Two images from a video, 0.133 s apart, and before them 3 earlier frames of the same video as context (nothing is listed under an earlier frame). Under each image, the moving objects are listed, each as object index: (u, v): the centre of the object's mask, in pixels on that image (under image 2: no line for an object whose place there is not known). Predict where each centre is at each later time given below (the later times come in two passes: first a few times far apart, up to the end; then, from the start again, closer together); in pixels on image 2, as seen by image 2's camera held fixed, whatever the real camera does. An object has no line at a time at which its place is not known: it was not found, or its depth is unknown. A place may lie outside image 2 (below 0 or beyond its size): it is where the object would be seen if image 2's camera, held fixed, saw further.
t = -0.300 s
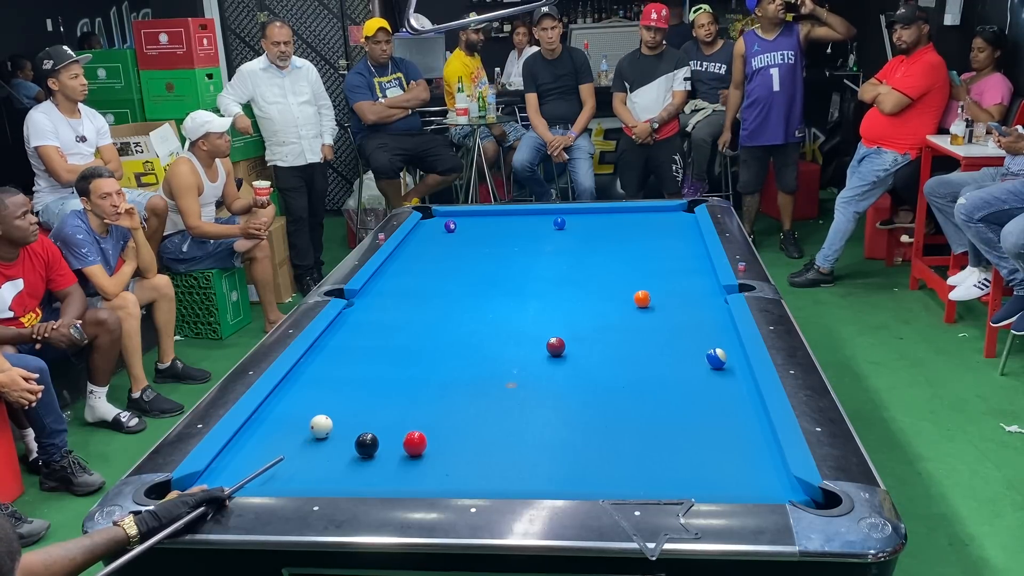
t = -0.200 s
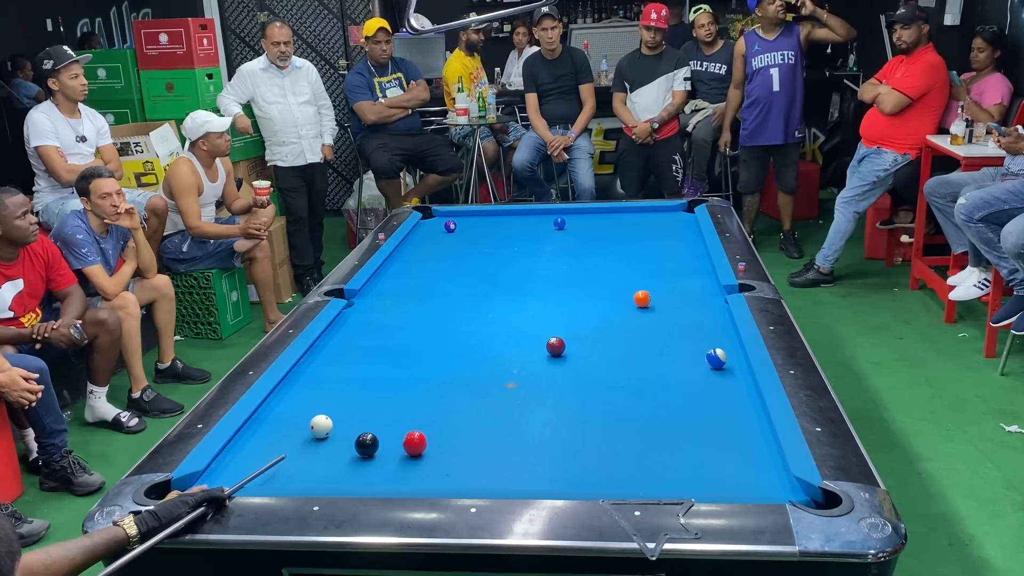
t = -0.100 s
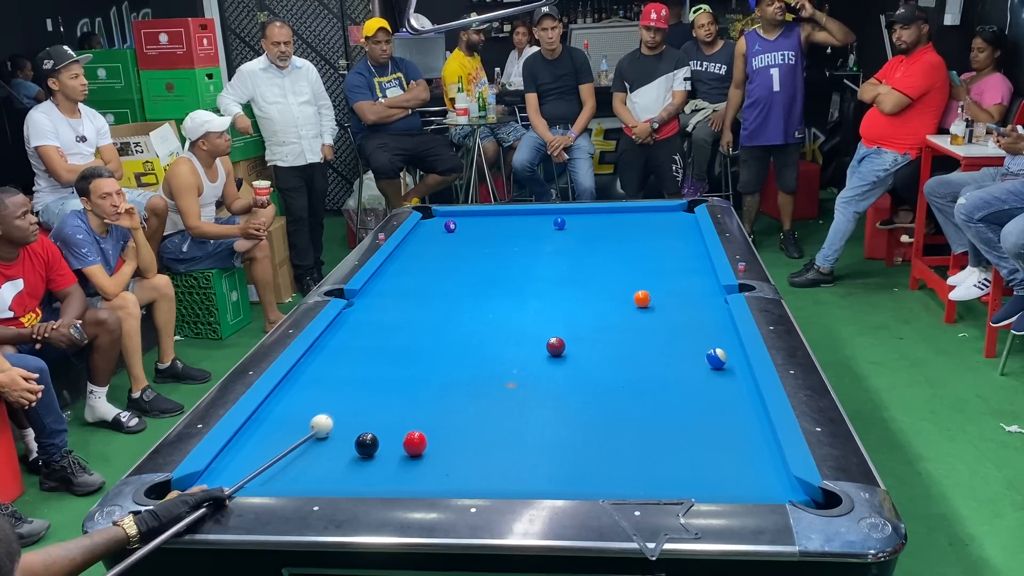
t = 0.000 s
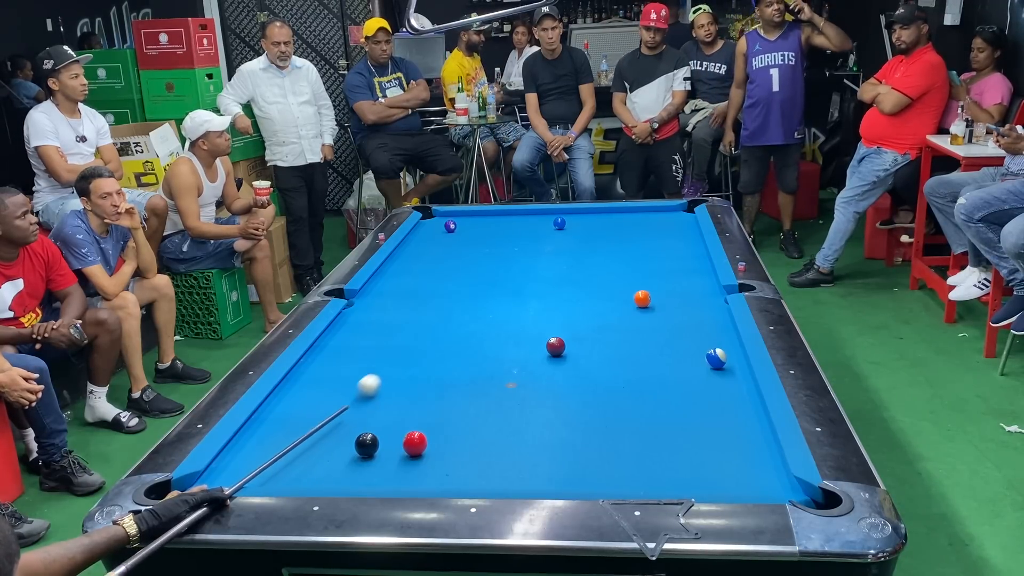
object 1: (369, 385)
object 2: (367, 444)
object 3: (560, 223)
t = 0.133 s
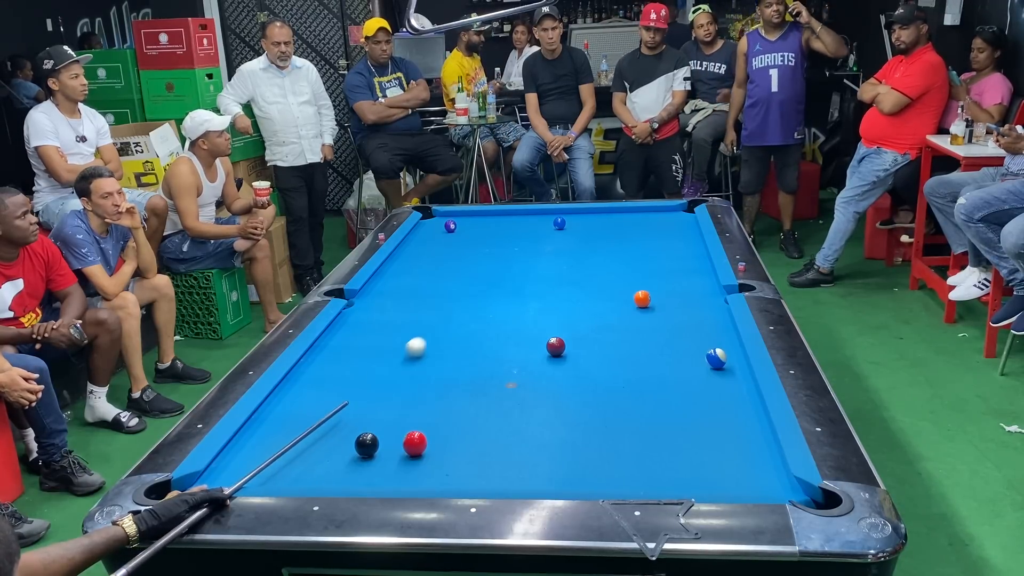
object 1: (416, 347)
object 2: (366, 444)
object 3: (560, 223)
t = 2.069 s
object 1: (612, 249)
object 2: (367, 445)
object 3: (483, 223)
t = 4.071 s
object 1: (315, 376)
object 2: (366, 445)
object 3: (403, 247)
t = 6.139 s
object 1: (393, 436)
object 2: (368, 470)
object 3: (408, 248)
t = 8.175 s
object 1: (396, 436)
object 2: (370, 479)
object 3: (408, 248)
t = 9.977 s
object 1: (396, 436)
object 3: (408, 249)
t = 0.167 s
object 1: (426, 339)
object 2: (367, 445)
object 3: (560, 223)
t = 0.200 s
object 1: (435, 332)
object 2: (366, 444)
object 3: (560, 223)
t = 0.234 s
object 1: (444, 324)
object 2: (367, 445)
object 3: (560, 223)
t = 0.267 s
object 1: (452, 318)
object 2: (366, 444)
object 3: (560, 223)
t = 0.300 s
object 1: (460, 311)
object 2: (367, 445)
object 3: (560, 223)
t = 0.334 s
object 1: (468, 305)
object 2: (367, 445)
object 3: (560, 223)
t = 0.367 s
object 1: (476, 299)
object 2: (367, 444)
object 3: (560, 223)
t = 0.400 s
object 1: (483, 293)
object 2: (367, 445)
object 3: (560, 223)
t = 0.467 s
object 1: (497, 282)
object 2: (367, 445)
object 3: (560, 223)
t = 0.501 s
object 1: (503, 277)
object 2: (367, 445)
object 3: (560, 223)
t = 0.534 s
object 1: (509, 272)
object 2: (367, 445)
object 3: (560, 223)
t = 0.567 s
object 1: (515, 267)
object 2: (367, 444)
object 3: (560, 223)
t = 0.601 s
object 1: (521, 262)
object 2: (367, 445)
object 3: (560, 223)
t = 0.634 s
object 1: (527, 258)
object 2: (367, 445)
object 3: (560, 223)
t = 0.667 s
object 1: (532, 253)
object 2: (367, 445)
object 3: (560, 223)
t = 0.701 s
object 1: (537, 249)
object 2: (367, 444)
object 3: (560, 223)
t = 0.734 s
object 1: (542, 245)
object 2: (367, 445)
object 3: (560, 223)
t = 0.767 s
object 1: (547, 241)
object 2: (367, 445)
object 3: (560, 223)
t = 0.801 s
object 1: (552, 237)
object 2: (367, 445)
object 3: (560, 223)
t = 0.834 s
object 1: (557, 233)
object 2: (367, 445)
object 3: (560, 222)
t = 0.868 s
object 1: (561, 230)
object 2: (367, 445)
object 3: (559, 221)
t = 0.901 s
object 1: (565, 226)
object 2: (367, 445)
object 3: (558, 222)
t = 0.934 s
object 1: (573, 224)
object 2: (367, 444)
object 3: (557, 222)
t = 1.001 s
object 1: (589, 220)
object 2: (367, 444)
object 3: (549, 220)
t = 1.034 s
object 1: (596, 217)
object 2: (367, 445)
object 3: (547, 219)
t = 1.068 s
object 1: (604, 215)
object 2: (367, 445)
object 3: (544, 218)
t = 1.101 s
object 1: (611, 213)
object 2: (367, 444)
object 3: (541, 217)
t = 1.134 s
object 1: (618, 211)
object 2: (367, 444)
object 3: (538, 216)
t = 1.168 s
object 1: (625, 209)
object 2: (367, 445)
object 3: (536, 216)
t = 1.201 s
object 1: (632, 210)
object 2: (367, 445)
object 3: (533, 215)
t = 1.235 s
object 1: (638, 211)
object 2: (367, 445)
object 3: (531, 215)
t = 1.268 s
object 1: (645, 212)
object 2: (367, 444)
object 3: (528, 214)
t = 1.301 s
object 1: (652, 213)
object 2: (367, 445)
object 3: (525, 213)
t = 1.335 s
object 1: (659, 214)
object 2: (367, 445)
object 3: (523, 212)
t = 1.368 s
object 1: (666, 216)
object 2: (367, 445)
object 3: (521, 212)
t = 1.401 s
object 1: (674, 217)
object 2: (367, 444)
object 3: (519, 212)
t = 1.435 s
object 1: (681, 218)
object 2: (367, 445)
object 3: (517, 213)
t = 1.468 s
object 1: (688, 219)
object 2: (367, 445)
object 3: (515, 214)
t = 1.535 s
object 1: (683, 222)
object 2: (367, 445)
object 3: (512, 215)
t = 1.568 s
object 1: (679, 224)
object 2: (367, 445)
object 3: (510, 215)
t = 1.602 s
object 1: (675, 225)
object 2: (367, 445)
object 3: (508, 216)
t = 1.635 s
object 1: (671, 227)
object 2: (367, 445)
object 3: (506, 216)
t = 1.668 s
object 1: (666, 229)
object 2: (367, 445)
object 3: (504, 217)
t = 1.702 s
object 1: (662, 230)
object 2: (366, 445)
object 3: (503, 217)
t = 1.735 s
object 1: (658, 232)
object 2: (367, 445)
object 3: (501, 218)
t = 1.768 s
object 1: (653, 233)
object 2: (366, 445)
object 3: (499, 218)
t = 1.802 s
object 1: (649, 235)
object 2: (367, 444)
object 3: (497, 219)
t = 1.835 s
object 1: (644, 237)
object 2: (366, 445)
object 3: (495, 220)
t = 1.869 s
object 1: (640, 238)
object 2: (367, 445)
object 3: (494, 220)
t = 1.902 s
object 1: (635, 240)
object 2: (367, 445)
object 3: (492, 221)
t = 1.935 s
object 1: (631, 242)
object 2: (367, 445)
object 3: (490, 221)
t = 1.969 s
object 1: (626, 244)
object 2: (366, 444)
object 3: (489, 222)
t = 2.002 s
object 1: (622, 245)
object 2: (366, 445)
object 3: (487, 222)
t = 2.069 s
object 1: (612, 249)
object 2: (367, 445)
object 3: (483, 223)
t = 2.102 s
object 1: (608, 251)
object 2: (366, 445)
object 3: (482, 224)
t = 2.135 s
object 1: (603, 252)
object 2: (366, 445)
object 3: (480, 224)
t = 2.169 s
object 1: (598, 254)
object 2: (367, 445)
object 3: (478, 225)
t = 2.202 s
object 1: (593, 256)
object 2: (366, 445)
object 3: (477, 225)
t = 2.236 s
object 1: (588, 258)
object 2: (367, 445)
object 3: (475, 226)
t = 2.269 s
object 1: (584, 260)
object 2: (366, 445)
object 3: (473, 226)
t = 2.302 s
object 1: (579, 262)
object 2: (366, 445)
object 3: (472, 227)
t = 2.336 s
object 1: (573, 264)
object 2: (366, 445)
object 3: (470, 227)
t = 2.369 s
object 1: (568, 265)
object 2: (366, 445)
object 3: (468, 228)
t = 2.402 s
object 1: (564, 267)
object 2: (366, 445)
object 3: (467, 228)
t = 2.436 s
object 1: (559, 269)
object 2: (366, 445)
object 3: (465, 229)
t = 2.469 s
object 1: (553, 271)
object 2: (366, 445)
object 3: (464, 229)
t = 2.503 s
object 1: (548, 273)
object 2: (366, 445)
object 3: (462, 230)
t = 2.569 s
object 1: (538, 277)
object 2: (367, 445)
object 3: (459, 231)
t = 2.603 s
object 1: (533, 279)
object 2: (366, 445)
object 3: (458, 231)
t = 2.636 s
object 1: (527, 281)
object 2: (366, 444)
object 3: (456, 232)
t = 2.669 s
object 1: (522, 283)
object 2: (366, 445)
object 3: (454, 232)
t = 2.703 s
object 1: (516, 285)
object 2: (367, 445)
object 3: (453, 233)
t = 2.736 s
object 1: (511, 287)
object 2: (366, 445)
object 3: (451, 233)
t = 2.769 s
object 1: (506, 289)
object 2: (366, 444)
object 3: (450, 233)
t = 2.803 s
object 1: (500, 291)
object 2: (366, 444)
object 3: (448, 234)
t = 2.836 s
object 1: (494, 293)
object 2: (366, 444)
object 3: (447, 234)
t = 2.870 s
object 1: (489, 295)
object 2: (367, 444)
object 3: (445, 235)
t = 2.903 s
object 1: (483, 297)
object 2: (366, 444)
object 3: (444, 235)
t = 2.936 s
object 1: (477, 299)
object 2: (367, 445)
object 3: (442, 236)
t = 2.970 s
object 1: (472, 302)
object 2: (366, 444)
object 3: (441, 236)
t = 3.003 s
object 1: (466, 304)
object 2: (367, 445)
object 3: (440, 236)
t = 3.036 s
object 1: (460, 306)
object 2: (366, 445)
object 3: (438, 237)
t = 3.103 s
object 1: (448, 310)
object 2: (366, 445)
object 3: (435, 238)
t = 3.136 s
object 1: (442, 313)
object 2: (366, 445)
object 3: (434, 238)
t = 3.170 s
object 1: (436, 315)
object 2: (366, 445)
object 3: (433, 238)
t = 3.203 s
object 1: (430, 317)
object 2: (366, 445)
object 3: (431, 238)
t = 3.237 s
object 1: (423, 320)
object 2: (366, 445)
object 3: (430, 239)
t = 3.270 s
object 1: (417, 322)
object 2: (367, 444)
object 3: (429, 239)
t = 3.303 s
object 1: (411, 324)
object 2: (366, 445)
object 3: (427, 240)
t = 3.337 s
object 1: (404, 327)
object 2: (367, 445)
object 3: (426, 240)
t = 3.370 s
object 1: (398, 329)
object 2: (366, 445)
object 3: (425, 240)
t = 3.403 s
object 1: (391, 331)
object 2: (366, 445)
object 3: (423, 241)
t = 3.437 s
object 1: (385, 334)
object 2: (366, 445)
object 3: (422, 241)
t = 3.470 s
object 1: (378, 336)
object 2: (366, 445)
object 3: (421, 241)
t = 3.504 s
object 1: (371, 339)
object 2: (366, 445)
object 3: (420, 242)
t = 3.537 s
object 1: (365, 341)
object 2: (366, 445)
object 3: (418, 242)
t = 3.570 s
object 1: (358, 344)
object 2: (366, 445)
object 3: (417, 242)
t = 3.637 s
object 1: (344, 349)
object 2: (366, 445)
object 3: (415, 243)
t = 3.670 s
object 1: (337, 352)
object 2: (366, 445)
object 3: (414, 244)
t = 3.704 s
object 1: (330, 354)
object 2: (367, 445)
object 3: (413, 244)
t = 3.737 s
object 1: (322, 357)
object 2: (366, 445)
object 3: (412, 244)
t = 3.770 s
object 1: (315, 360)
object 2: (367, 445)
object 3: (411, 245)
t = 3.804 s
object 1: (308, 362)
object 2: (366, 445)
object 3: (409, 245)
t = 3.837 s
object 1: (304, 365)
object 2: (367, 445)
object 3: (409, 245)
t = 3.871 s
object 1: (306, 366)
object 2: (366, 445)
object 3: (408, 246)
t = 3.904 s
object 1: (308, 368)
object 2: (367, 445)
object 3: (407, 246)
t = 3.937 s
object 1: (310, 370)
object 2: (366, 445)
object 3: (406, 246)
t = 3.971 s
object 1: (311, 371)
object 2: (367, 445)
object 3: (405, 246)
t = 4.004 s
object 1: (312, 373)
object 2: (367, 445)
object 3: (404, 247)
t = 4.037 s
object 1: (314, 375)
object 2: (366, 445)
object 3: (403, 247)
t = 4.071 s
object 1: (315, 376)
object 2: (366, 445)
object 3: (403, 247)
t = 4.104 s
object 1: (317, 378)
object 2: (366, 445)
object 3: (403, 247)
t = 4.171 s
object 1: (320, 381)
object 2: (367, 445)
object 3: (404, 247)
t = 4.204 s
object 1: (321, 383)
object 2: (366, 445)
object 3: (404, 247)
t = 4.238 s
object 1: (322, 384)
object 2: (367, 445)
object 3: (404, 247)
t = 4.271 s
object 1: (324, 386)
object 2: (367, 445)
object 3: (404, 247)
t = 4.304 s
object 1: (325, 388)
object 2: (366, 445)
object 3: (405, 248)
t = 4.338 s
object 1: (327, 389)
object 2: (366, 445)
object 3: (405, 248)
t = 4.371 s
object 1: (329, 391)
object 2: (366, 445)
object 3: (405, 248)
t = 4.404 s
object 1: (330, 393)
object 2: (366, 445)
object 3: (406, 248)
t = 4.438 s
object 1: (332, 394)
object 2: (367, 445)
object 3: (406, 248)
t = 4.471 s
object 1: (333, 396)
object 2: (367, 445)
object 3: (406, 248)
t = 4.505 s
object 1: (334, 398)
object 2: (366, 445)
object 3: (406, 248)
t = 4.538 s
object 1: (336, 399)
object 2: (366, 445)
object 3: (406, 248)
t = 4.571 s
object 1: (337, 401)
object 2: (366, 445)
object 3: (406, 248)
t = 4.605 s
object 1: (339, 403)
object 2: (366, 445)
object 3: (407, 248)
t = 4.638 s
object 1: (340, 404)
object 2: (366, 445)
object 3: (407, 248)
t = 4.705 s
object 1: (343, 407)
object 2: (367, 445)
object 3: (407, 248)
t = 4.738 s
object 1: (345, 409)
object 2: (366, 445)
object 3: (407, 248)
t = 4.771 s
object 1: (346, 411)
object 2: (367, 445)
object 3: (407, 248)
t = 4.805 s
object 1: (348, 412)
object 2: (367, 445)
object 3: (407, 248)
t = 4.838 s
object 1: (349, 414)
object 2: (367, 445)
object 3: (407, 248)
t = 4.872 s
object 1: (351, 416)
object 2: (366, 444)
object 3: (408, 248)
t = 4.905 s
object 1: (352, 417)
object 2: (367, 445)
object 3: (408, 248)
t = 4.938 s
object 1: (354, 419)
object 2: (367, 445)
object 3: (408, 248)
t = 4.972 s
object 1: (355, 420)
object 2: (367, 445)
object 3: (408, 248)
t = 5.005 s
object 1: (357, 422)
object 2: (366, 445)
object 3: (408, 248)
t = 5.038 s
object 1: (358, 423)
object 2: (367, 445)
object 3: (408, 248)
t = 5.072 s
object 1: (359, 424)
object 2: (367, 445)
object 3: (408, 248)
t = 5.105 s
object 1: (361, 425)
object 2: (367, 445)
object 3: (408, 248)
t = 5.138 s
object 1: (362, 426)
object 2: (367, 445)
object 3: (408, 248)
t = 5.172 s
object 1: (364, 427)
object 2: (367, 445)
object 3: (408, 248)
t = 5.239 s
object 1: (367, 428)
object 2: (366, 445)
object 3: (408, 248)
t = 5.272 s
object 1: (368, 429)
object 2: (367, 446)
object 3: (408, 248)
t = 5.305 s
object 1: (370, 430)
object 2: (367, 447)
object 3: (408, 248)
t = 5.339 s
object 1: (371, 430)
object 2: (367, 448)
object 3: (408, 248)
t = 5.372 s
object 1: (373, 431)
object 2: (367, 449)
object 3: (408, 248)
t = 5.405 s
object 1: (374, 432)
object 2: (367, 450)
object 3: (408, 248)
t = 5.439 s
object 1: (375, 433)
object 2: (367, 452)
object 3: (408, 248)
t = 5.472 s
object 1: (377, 433)
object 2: (367, 453)
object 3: (408, 248)
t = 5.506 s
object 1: (378, 434)
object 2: (367, 454)
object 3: (408, 248)
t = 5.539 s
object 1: (379, 434)
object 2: (367, 455)
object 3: (408, 248)
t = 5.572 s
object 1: (380, 435)
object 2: (367, 456)
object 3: (408, 248)
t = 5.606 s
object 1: (381, 435)
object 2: (367, 457)
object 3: (408, 248)
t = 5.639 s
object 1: (382, 435)
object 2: (367, 458)
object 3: (408, 248)
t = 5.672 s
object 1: (383, 435)
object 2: (367, 459)
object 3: (408, 248)
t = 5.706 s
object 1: (384, 435)
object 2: (367, 459)
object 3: (408, 248)
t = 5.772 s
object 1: (386, 435)
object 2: (367, 462)
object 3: (408, 248)
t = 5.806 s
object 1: (387, 436)
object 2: (368, 463)
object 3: (408, 248)
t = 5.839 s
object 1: (387, 436)
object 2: (368, 463)
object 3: (408, 248)
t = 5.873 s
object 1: (388, 436)
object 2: (368, 464)
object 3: (408, 248)
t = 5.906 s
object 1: (389, 436)
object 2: (368, 465)
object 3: (408, 248)
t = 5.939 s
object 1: (390, 436)
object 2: (368, 466)
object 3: (408, 248)
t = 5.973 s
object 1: (390, 436)
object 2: (368, 467)
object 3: (408, 248)
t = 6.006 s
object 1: (391, 436)
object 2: (368, 468)
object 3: (408, 248)
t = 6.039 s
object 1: (392, 436)
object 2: (368, 468)
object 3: (408, 248)
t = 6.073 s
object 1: (392, 436)
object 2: (368, 469)
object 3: (408, 248)
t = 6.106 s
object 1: (393, 436)
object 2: (368, 470)
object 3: (408, 248)
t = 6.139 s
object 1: (393, 436)
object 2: (368, 470)
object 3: (408, 248)
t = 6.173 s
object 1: (394, 436)
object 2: (368, 471)
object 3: (408, 248)
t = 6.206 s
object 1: (394, 436)
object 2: (368, 472)
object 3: (408, 248)
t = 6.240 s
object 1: (394, 436)
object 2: (368, 472)
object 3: (408, 248)
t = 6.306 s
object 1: (395, 436)
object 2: (368, 474)
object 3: (408, 248)
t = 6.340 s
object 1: (395, 436)
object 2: (368, 474)
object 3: (408, 248)
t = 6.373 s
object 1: (396, 436)
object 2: (368, 474)
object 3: (408, 248)
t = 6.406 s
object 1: (396, 436)
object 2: (368, 475)
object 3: (408, 248)
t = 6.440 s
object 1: (396, 436)
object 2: (368, 475)
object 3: (408, 248)
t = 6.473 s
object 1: (396, 436)
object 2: (368, 476)
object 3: (408, 248)
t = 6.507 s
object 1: (396, 436)
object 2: (368, 476)
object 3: (408, 248)
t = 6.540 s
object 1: (396, 436)
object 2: (368, 476)
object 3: (408, 248)
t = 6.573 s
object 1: (396, 436)
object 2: (368, 476)
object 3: (408, 248)
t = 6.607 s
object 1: (396, 436)
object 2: (368, 477)
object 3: (408, 248)
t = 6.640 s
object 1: (396, 436)
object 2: (368, 477)
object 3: (408, 248)
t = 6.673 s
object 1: (396, 436)
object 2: (369, 477)
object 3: (408, 248)
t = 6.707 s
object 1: (396, 436)
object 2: (369, 477)
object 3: (408, 248)
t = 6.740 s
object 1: (396, 436)
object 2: (369, 477)
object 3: (408, 248)
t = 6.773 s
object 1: (396, 436)
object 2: (369, 477)
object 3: (408, 248)
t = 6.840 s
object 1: (396, 436)
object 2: (369, 478)
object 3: (408, 248)
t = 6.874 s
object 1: (396, 436)
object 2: (369, 478)
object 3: (408, 248)
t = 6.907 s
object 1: (396, 436)
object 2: (369, 478)
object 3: (408, 248)
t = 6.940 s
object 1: (396, 436)
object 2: (369, 478)
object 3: (408, 248)
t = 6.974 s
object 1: (395, 436)
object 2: (370, 478)
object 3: (408, 248)
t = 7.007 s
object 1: (395, 436)
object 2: (370, 478)
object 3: (408, 248)
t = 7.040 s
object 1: (395, 436)
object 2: (370, 478)
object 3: (408, 248)
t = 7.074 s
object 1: (395, 436)
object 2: (370, 478)
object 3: (408, 248)
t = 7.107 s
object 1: (396, 436)
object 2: (370, 478)
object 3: (408, 248)
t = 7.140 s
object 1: (395, 436)
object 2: (370, 479)
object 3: (408, 248)
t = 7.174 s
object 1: (395, 436)
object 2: (370, 479)
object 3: (408, 248)
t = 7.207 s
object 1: (395, 436)
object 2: (370, 479)
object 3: (408, 248)
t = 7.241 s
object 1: (395, 436)
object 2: (370, 479)
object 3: (408, 248)
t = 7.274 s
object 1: (395, 436)
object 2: (370, 478)
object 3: (408, 248)
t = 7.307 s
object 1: (395, 436)
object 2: (370, 479)
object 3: (408, 248)
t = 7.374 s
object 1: (396, 436)
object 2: (370, 479)
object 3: (408, 248)
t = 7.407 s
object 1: (396, 436)
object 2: (370, 479)
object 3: (408, 248)
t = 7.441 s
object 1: (395, 436)
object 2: (370, 478)
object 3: (408, 248)
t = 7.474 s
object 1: (396, 436)
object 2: (370, 479)
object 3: (408, 248)
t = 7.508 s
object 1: (396, 436)
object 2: (370, 479)
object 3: (408, 248)
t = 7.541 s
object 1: (396, 436)
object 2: (370, 479)
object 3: (408, 248)
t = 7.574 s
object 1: (396, 436)
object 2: (370, 478)
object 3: (408, 248)
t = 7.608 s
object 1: (396, 436)
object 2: (370, 478)
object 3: (408, 248)
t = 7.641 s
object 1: (396, 436)
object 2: (370, 479)
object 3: (408, 248)
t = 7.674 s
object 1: (396, 436)
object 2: (370, 478)
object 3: (408, 248)
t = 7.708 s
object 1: (396, 436)
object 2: (370, 478)
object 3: (408, 248)
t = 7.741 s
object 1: (395, 436)
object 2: (370, 479)
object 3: (408, 248)
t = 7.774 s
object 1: (396, 436)
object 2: (370, 479)
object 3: (408, 248)
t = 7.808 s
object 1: (396, 436)
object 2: (370, 479)
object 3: (408, 248)
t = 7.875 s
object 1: (396, 436)
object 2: (370, 479)
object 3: (408, 248)
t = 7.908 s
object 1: (395, 436)
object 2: (370, 478)
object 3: (408, 248)
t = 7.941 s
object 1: (395, 436)
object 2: (370, 479)
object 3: (408, 248)
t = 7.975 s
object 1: (395, 436)
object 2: (370, 479)
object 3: (408, 248)
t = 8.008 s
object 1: (395, 436)
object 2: (370, 479)
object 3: (408, 248)
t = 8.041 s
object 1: (395, 436)
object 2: (370, 478)
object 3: (408, 248)
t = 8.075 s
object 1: (396, 436)
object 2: (370, 479)
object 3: (408, 248)
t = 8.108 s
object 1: (396, 436)
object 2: (370, 479)
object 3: (408, 248)
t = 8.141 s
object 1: (396, 436)
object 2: (370, 479)
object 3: (408, 248)
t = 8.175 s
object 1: (396, 436)
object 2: (370, 479)
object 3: (408, 248)
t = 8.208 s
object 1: (396, 436)
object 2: (370, 478)
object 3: (408, 248)
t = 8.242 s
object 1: (396, 436)
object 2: (370, 478)
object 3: (408, 248)
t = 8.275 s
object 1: (396, 436)
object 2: (370, 479)
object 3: (408, 248)
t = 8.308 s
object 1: (396, 436)
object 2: (370, 479)
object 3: (408, 248)
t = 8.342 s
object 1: (396, 436)
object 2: (371, 479)
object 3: (408, 249)
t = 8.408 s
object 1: (400, 434)
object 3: (408, 248)
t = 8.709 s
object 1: (394, 435)
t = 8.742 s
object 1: (396, 436)
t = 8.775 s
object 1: (396, 436)
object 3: (408, 248)
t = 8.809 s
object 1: (396, 436)
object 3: (408, 248)
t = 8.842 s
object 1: (396, 436)
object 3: (408, 248)
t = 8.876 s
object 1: (396, 436)
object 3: (408, 249)
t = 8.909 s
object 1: (396, 436)
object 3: (408, 249)
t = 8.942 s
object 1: (396, 436)
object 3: (408, 249)
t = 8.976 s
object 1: (396, 436)
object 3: (408, 249)
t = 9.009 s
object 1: (396, 436)
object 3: (408, 249)
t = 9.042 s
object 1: (396, 436)
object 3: (408, 249)
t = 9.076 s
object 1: (396, 436)
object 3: (408, 249)
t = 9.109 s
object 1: (396, 436)
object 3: (408, 249)
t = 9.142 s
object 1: (396, 436)
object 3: (408, 249)
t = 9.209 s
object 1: (396, 436)
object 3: (408, 249)
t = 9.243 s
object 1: (396, 436)
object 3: (408, 249)
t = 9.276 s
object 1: (396, 436)
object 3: (408, 249)
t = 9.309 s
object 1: (396, 436)
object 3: (408, 249)
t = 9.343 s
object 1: (396, 436)
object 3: (408, 249)
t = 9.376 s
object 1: (396, 436)
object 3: (408, 249)
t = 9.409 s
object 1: (396, 436)
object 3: (408, 248)
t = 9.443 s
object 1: (395, 436)
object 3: (408, 248)
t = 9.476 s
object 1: (395, 436)
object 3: (408, 248)
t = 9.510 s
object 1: (395, 436)
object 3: (408, 249)
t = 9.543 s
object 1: (395, 436)
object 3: (408, 249)
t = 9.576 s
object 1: (395, 436)
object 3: (408, 249)
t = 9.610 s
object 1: (396, 436)
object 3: (408, 249)
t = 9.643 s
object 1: (396, 436)
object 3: (408, 249)
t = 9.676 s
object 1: (396, 436)
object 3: (408, 249)
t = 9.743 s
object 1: (396, 436)
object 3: (408, 249)
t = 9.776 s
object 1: (396, 436)
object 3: (408, 249)
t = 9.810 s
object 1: (396, 436)
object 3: (408, 249)
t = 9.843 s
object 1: (396, 436)
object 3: (408, 249)
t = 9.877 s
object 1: (396, 436)
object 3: (408, 249)
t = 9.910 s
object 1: (396, 436)
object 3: (408, 249)
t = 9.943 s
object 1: (396, 436)
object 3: (408, 249)
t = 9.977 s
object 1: (396, 436)
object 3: (408, 249)
